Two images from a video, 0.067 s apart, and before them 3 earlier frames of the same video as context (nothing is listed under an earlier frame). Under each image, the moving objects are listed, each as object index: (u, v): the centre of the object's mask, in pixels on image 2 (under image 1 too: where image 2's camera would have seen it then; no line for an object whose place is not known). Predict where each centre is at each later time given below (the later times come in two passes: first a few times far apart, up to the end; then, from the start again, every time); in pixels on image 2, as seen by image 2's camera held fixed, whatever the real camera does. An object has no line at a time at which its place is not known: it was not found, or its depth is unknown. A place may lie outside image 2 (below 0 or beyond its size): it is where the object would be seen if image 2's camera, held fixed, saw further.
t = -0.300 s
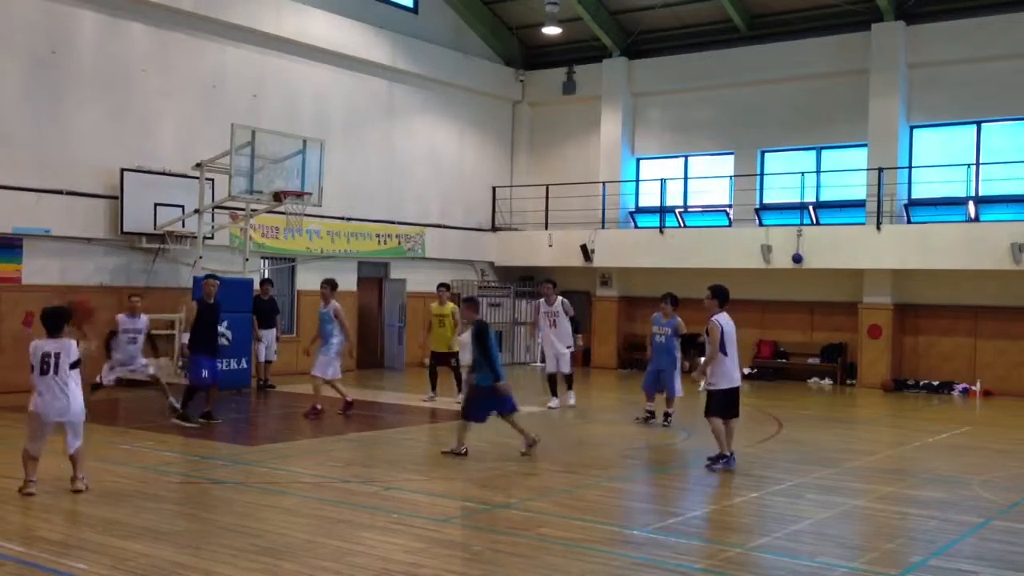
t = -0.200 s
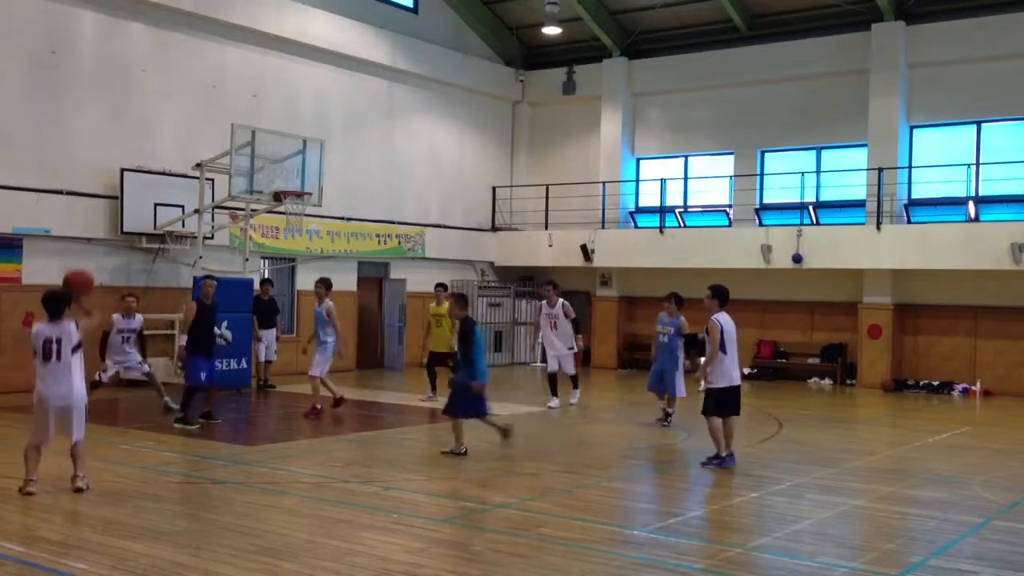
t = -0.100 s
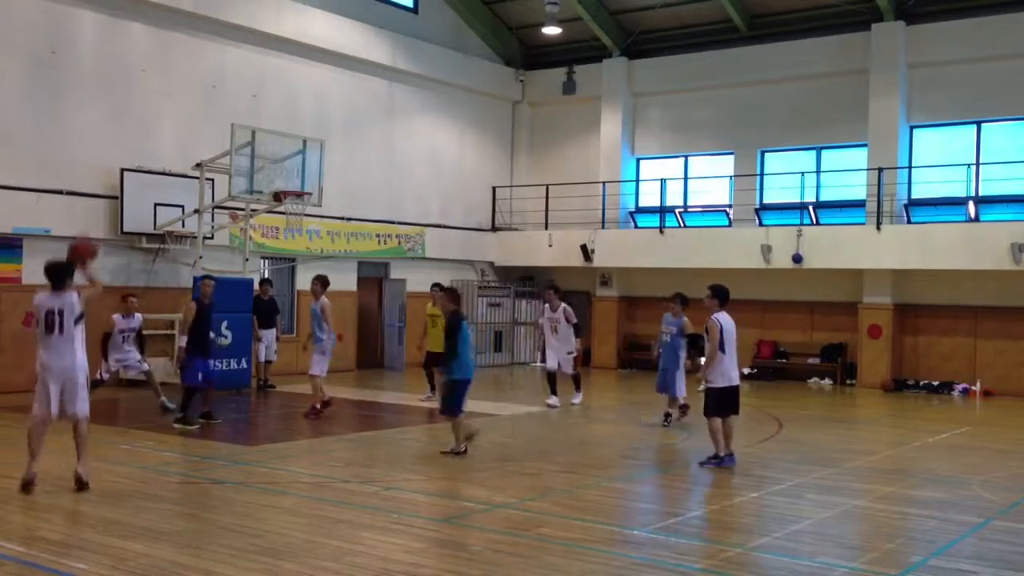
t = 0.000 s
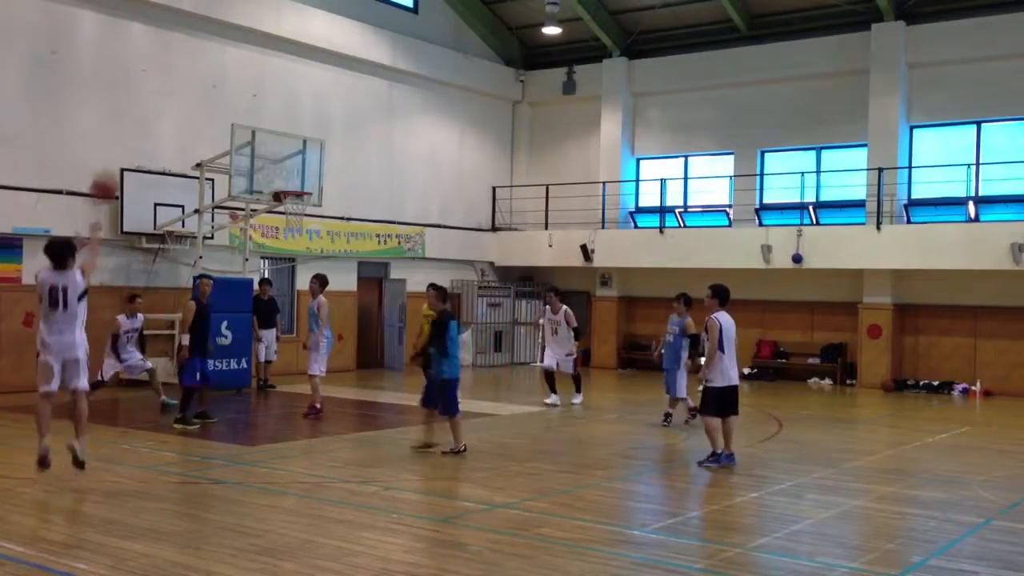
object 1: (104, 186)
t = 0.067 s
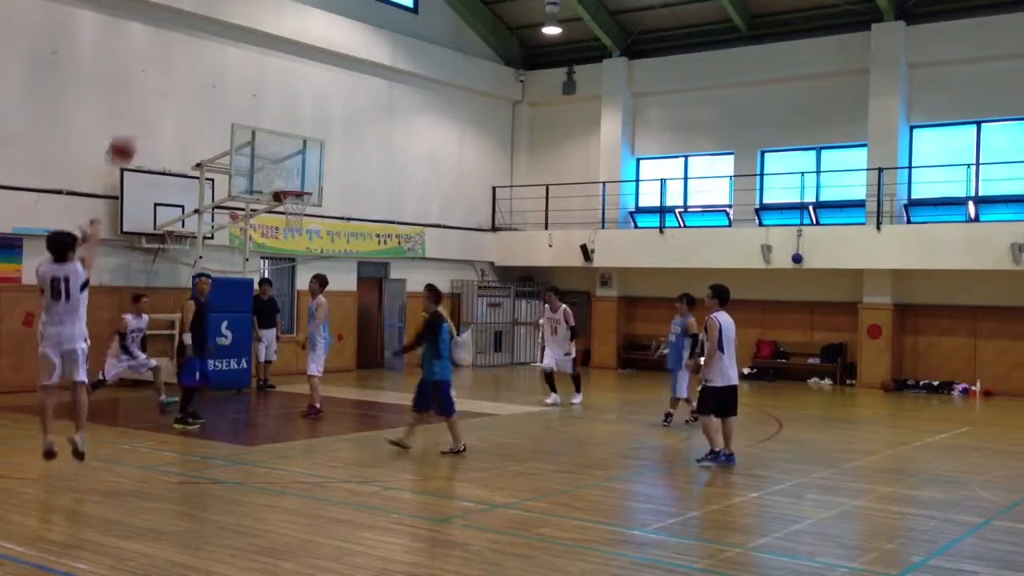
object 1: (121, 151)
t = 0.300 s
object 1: (174, 68)
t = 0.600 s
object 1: (223, 49)
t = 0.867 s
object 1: (256, 90)
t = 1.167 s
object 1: (284, 185)
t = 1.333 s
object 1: (270, 251)
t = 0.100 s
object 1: (130, 134)
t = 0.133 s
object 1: (137, 119)
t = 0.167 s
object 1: (146, 106)
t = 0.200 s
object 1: (153, 95)
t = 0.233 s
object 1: (160, 85)
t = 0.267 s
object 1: (167, 76)
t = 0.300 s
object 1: (174, 68)
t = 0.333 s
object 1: (180, 62)
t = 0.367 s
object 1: (186, 56)
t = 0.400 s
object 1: (192, 52)
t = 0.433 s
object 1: (198, 49)
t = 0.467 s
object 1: (203, 47)
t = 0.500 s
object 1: (208, 46)
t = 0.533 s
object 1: (213, 46)
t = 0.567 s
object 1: (218, 47)
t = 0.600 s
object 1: (223, 49)
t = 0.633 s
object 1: (227, 51)
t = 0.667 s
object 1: (232, 54)
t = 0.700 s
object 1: (236, 59)
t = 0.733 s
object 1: (241, 63)
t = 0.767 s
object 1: (244, 69)
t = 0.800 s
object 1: (248, 75)
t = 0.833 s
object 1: (252, 83)
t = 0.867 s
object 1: (256, 90)
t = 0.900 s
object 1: (259, 98)
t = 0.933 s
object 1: (263, 107)
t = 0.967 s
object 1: (266, 116)
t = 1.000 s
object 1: (269, 126)
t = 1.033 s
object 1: (272, 136)
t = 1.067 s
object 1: (275, 148)
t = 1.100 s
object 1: (278, 159)
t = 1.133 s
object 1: (281, 171)
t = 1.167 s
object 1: (284, 185)
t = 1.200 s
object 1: (286, 195)
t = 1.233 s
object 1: (283, 208)
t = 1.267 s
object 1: (277, 222)
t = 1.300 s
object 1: (274, 236)
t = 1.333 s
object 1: (270, 251)
